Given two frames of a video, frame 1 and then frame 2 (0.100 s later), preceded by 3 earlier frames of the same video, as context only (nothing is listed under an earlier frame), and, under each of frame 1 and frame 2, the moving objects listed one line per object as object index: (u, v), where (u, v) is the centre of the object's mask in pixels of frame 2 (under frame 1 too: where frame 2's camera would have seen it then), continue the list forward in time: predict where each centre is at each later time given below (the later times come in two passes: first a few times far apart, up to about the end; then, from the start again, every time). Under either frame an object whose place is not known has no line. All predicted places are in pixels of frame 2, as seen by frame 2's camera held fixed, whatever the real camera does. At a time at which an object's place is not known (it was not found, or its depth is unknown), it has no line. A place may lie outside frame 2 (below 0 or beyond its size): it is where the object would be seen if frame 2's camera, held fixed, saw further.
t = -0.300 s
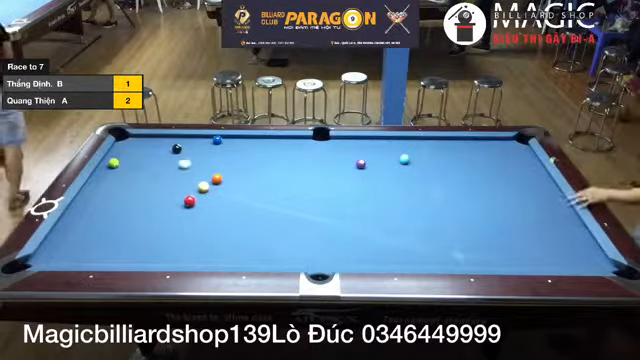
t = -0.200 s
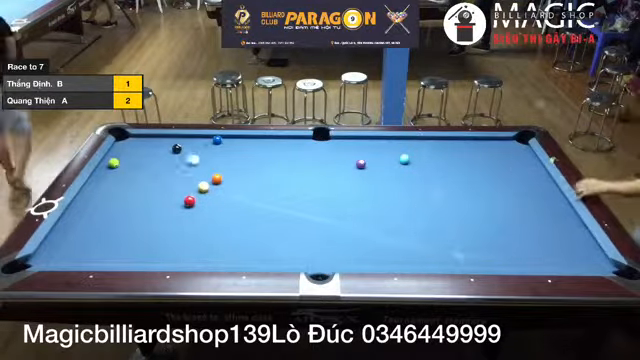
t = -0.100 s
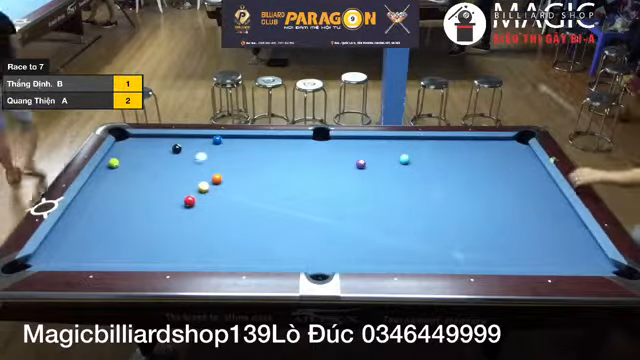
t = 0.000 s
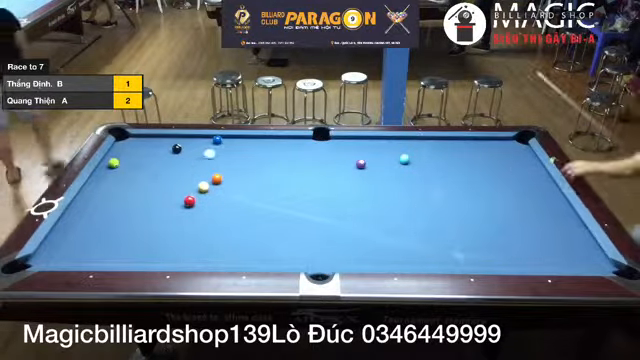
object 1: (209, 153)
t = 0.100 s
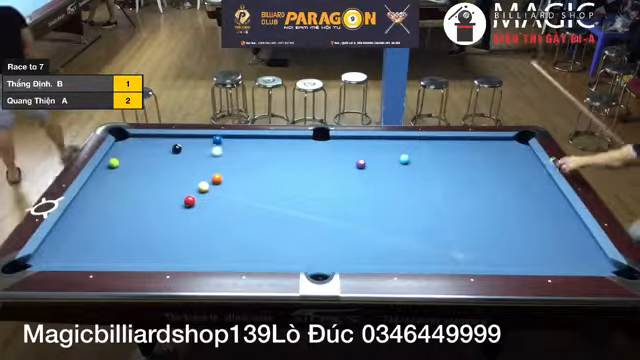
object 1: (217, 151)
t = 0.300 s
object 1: (231, 146)
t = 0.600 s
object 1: (251, 138)
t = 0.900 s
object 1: (262, 141)
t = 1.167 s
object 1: (272, 144)
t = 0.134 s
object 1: (218, 150)
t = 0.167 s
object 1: (222, 149)
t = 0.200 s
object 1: (224, 148)
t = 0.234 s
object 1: (226, 148)
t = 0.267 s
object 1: (229, 146)
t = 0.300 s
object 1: (231, 146)
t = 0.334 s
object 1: (233, 145)
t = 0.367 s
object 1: (236, 144)
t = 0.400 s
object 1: (238, 143)
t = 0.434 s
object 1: (238, 143)
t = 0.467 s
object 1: (243, 141)
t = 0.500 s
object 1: (244, 140)
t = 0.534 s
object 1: (247, 140)
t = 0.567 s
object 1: (249, 139)
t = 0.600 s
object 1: (251, 138)
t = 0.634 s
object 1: (252, 138)
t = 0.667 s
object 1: (253, 138)
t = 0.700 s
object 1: (255, 139)
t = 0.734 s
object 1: (256, 139)
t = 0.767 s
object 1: (257, 139)
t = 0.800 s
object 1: (259, 140)
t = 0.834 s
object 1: (260, 140)
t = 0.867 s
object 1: (261, 140)
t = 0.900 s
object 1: (262, 141)
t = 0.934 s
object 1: (264, 141)
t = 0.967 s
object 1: (265, 141)
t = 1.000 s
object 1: (266, 142)
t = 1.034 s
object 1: (267, 143)
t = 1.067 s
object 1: (269, 144)
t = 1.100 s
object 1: (270, 144)
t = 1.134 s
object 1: (270, 144)
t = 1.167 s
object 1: (272, 144)
